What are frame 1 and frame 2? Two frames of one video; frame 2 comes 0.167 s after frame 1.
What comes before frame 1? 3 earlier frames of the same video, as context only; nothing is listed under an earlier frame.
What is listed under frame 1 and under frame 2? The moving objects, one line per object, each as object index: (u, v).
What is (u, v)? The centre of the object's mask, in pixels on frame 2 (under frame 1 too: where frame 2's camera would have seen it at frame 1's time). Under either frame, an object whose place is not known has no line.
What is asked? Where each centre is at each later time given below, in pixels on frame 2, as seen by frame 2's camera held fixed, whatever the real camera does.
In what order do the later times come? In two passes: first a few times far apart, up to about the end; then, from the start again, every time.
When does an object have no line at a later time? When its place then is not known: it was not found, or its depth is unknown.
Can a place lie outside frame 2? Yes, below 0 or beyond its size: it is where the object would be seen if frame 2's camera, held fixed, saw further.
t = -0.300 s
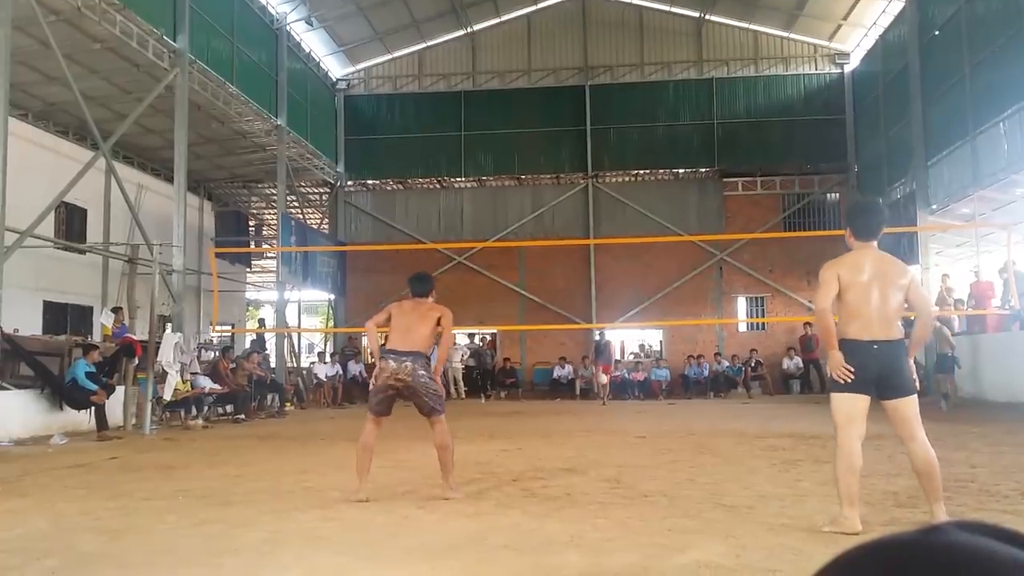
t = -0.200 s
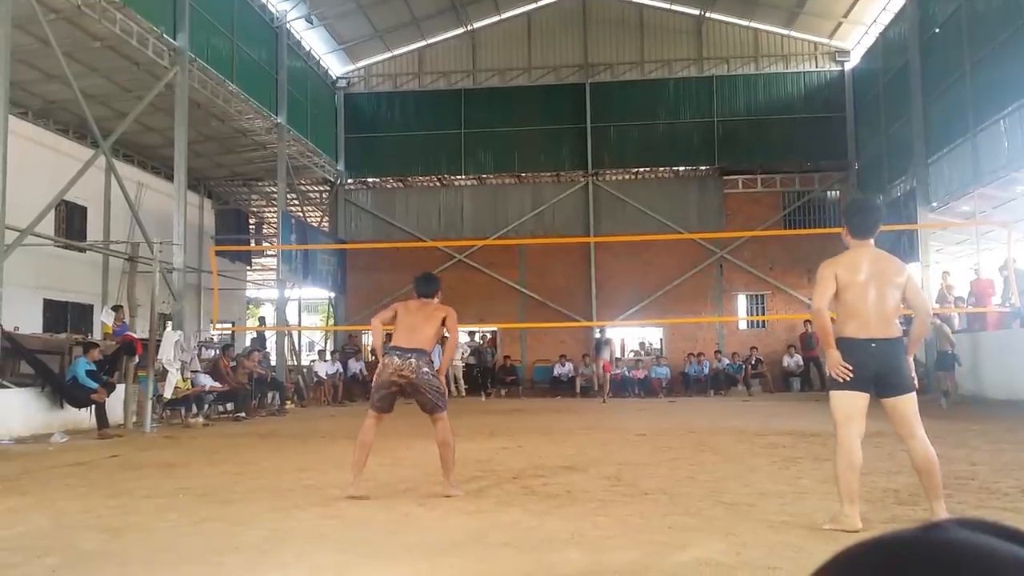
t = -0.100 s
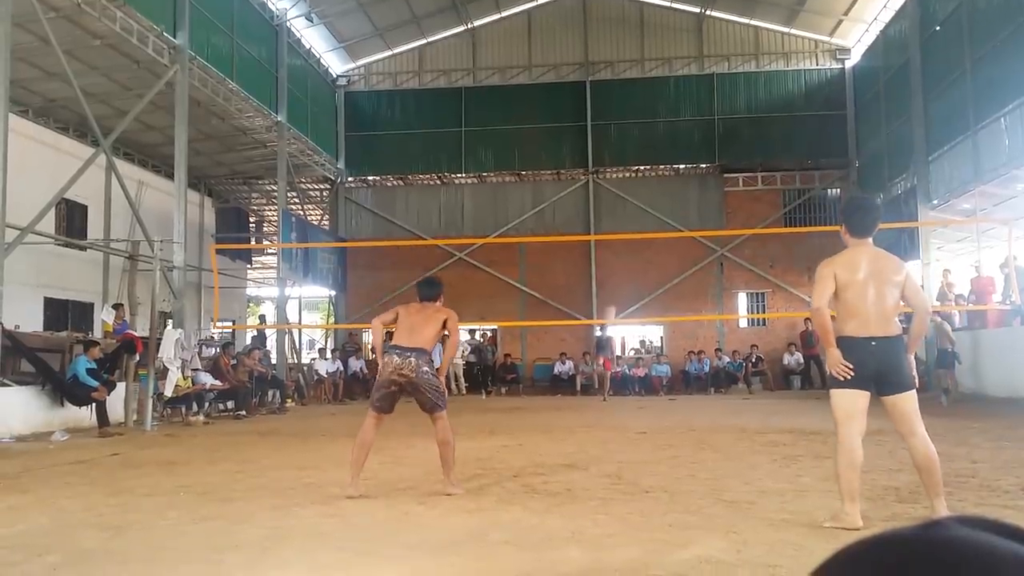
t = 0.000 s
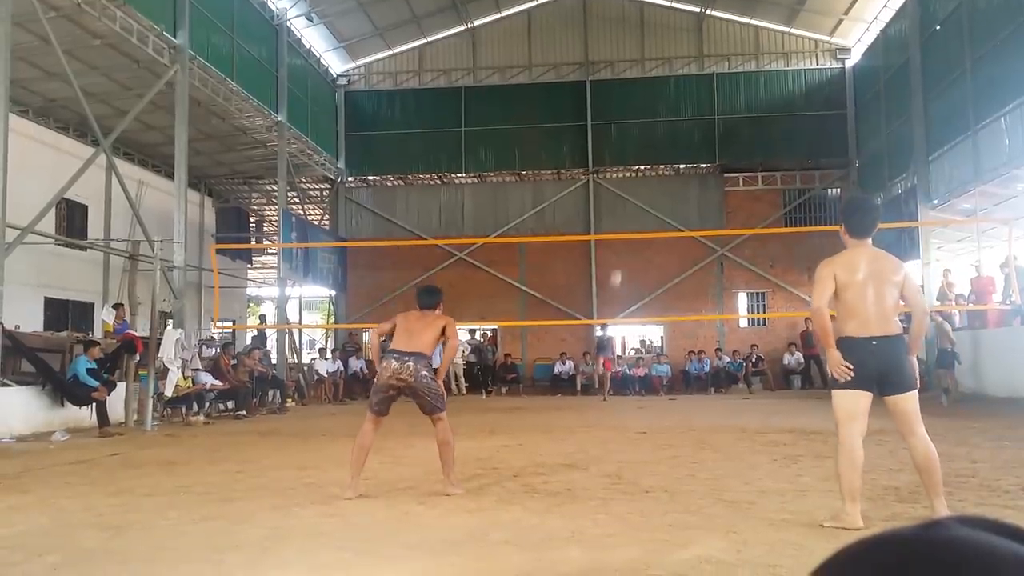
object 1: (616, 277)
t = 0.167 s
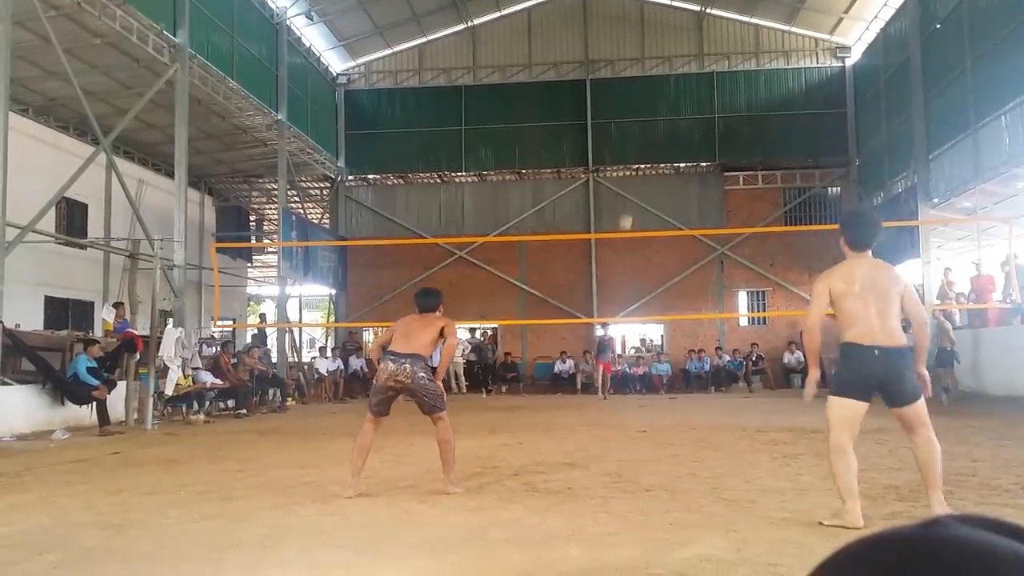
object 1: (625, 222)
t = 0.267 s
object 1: (632, 193)
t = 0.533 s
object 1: (650, 134)
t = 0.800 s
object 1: (675, 112)
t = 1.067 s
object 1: (708, 140)
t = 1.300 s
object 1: (749, 234)
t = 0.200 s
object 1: (628, 212)
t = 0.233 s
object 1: (630, 202)
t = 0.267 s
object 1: (632, 193)
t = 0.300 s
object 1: (634, 185)
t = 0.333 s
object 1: (636, 176)
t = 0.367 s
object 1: (638, 168)
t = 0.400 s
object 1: (641, 158)
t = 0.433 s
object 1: (643, 152)
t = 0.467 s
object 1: (645, 146)
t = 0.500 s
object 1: (648, 140)
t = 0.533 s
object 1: (650, 134)
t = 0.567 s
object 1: (653, 129)
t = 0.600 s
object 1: (656, 126)
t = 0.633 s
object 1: (659, 122)
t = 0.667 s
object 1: (662, 118)
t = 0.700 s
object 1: (665, 115)
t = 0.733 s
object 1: (668, 114)
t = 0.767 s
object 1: (672, 113)
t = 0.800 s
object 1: (675, 112)
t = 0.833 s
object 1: (678, 112)
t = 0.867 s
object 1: (682, 114)
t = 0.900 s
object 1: (686, 116)
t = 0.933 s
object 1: (689, 119)
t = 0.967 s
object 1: (694, 122)
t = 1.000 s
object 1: (698, 127)
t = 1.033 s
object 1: (703, 133)
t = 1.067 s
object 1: (708, 140)
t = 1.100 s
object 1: (713, 149)
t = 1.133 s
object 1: (718, 159)
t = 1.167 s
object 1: (723, 170)
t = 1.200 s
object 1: (730, 183)
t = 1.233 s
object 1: (736, 200)
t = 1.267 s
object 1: (742, 214)
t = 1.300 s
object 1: (749, 234)
